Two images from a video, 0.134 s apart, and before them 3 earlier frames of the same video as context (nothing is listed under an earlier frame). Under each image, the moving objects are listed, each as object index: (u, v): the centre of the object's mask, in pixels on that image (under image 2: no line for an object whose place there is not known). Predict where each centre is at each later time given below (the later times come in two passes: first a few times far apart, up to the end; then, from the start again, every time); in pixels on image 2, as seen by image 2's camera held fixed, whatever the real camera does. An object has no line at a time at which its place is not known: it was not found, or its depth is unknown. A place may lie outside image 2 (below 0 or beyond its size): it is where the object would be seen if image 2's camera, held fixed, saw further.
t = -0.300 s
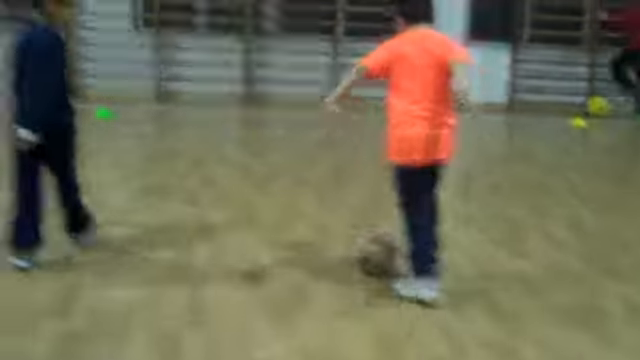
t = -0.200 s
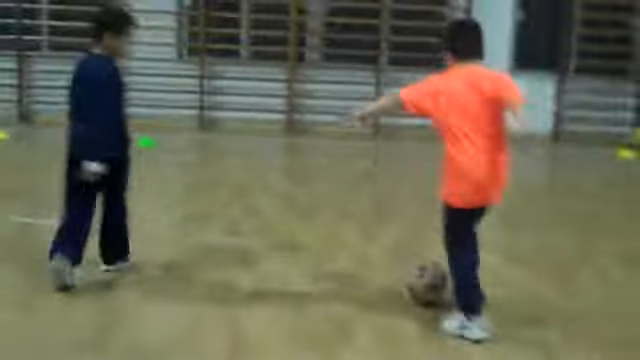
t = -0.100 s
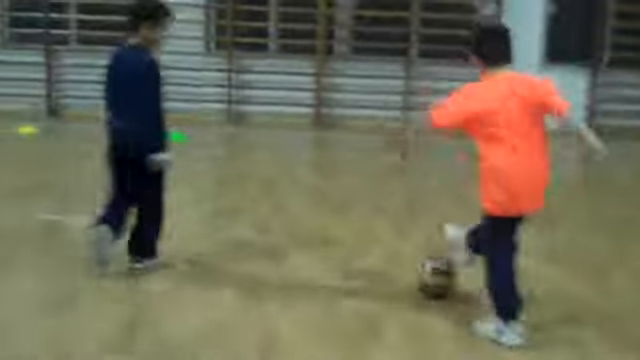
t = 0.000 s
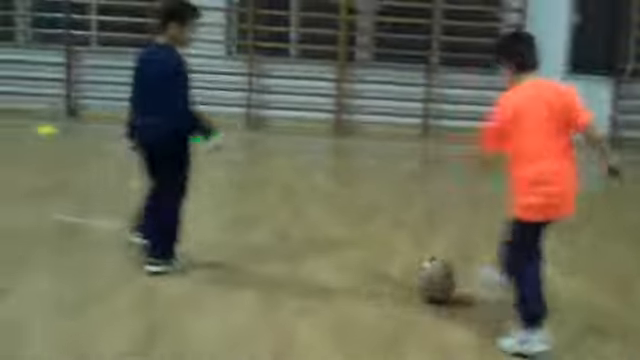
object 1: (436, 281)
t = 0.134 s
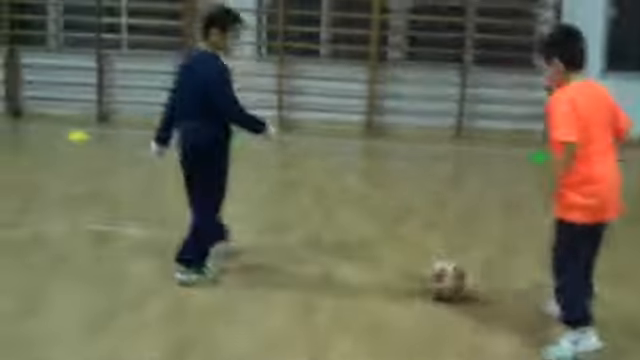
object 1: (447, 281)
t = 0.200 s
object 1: (436, 277)
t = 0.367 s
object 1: (402, 264)
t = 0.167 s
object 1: (438, 278)
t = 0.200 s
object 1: (436, 277)
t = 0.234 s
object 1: (430, 276)
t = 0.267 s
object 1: (420, 274)
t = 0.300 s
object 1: (412, 270)
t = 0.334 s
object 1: (406, 269)
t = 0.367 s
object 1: (402, 264)
